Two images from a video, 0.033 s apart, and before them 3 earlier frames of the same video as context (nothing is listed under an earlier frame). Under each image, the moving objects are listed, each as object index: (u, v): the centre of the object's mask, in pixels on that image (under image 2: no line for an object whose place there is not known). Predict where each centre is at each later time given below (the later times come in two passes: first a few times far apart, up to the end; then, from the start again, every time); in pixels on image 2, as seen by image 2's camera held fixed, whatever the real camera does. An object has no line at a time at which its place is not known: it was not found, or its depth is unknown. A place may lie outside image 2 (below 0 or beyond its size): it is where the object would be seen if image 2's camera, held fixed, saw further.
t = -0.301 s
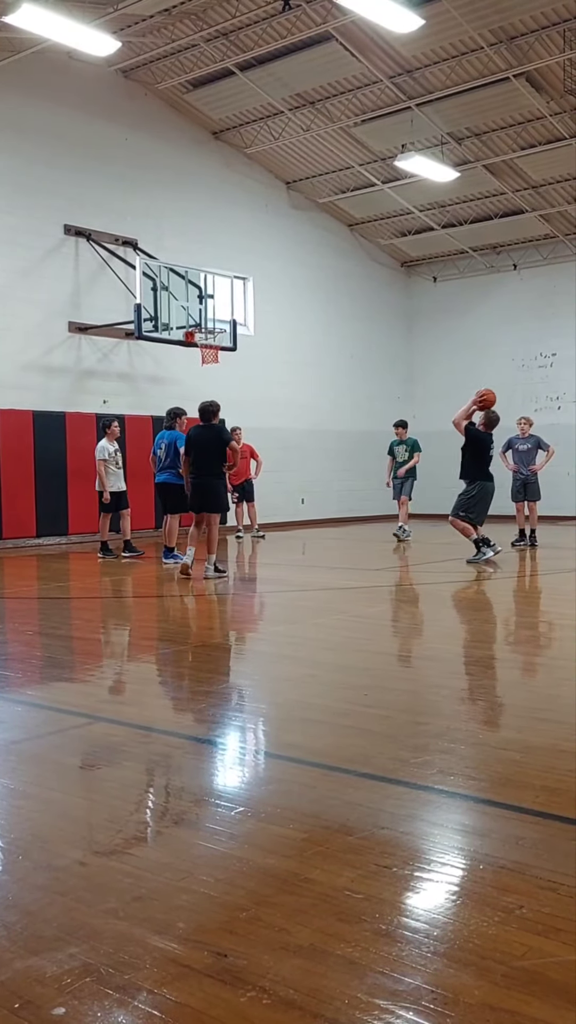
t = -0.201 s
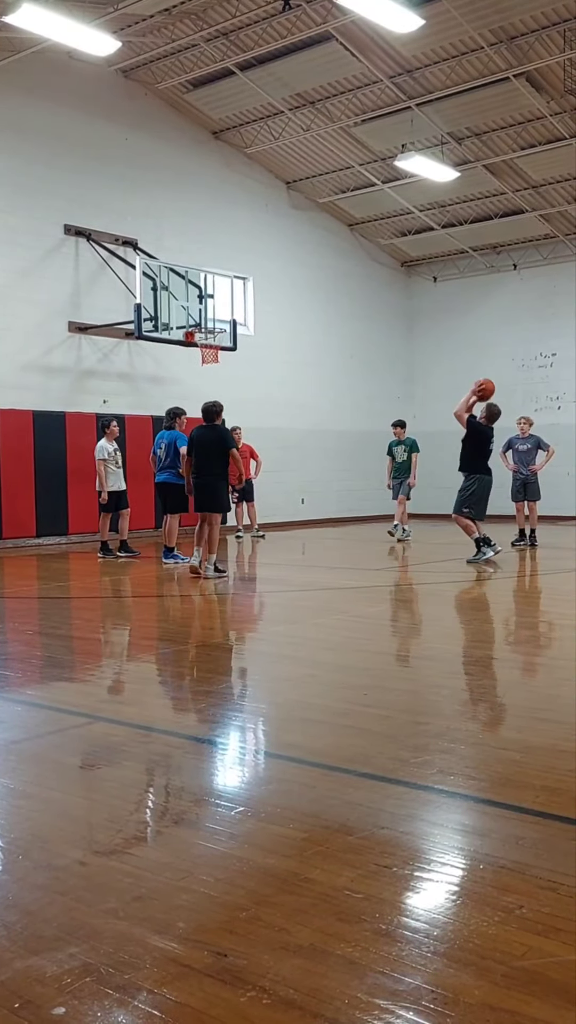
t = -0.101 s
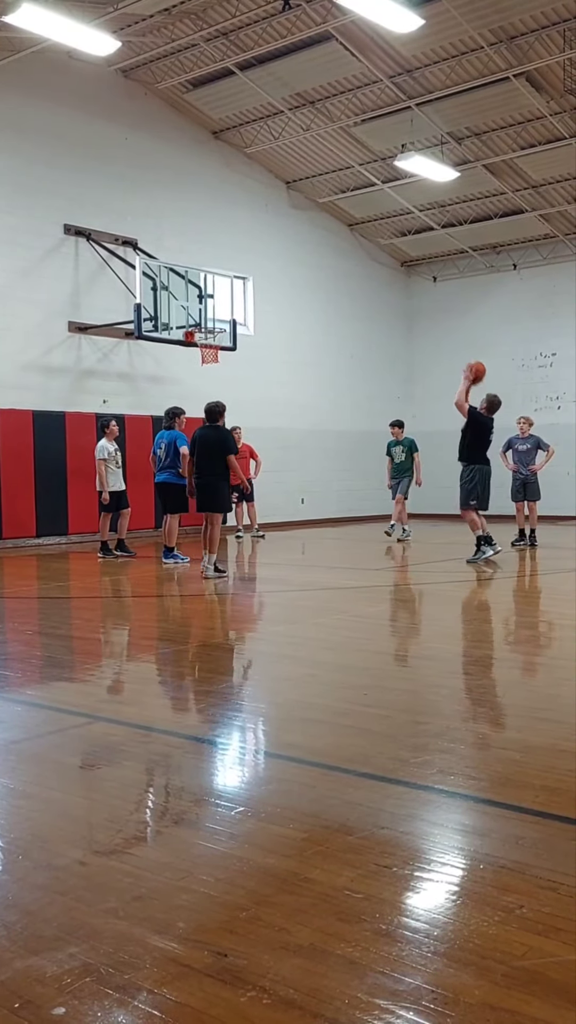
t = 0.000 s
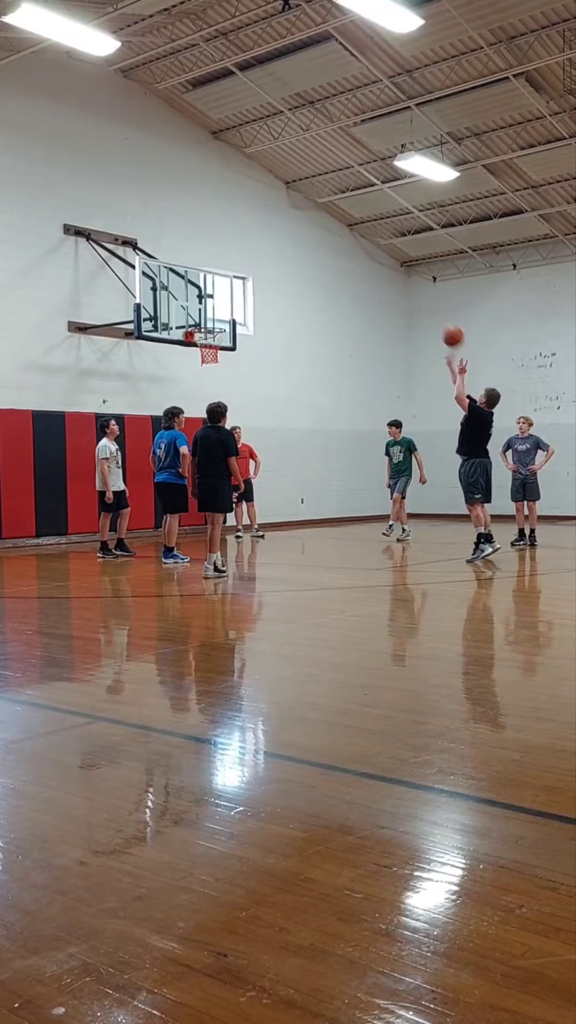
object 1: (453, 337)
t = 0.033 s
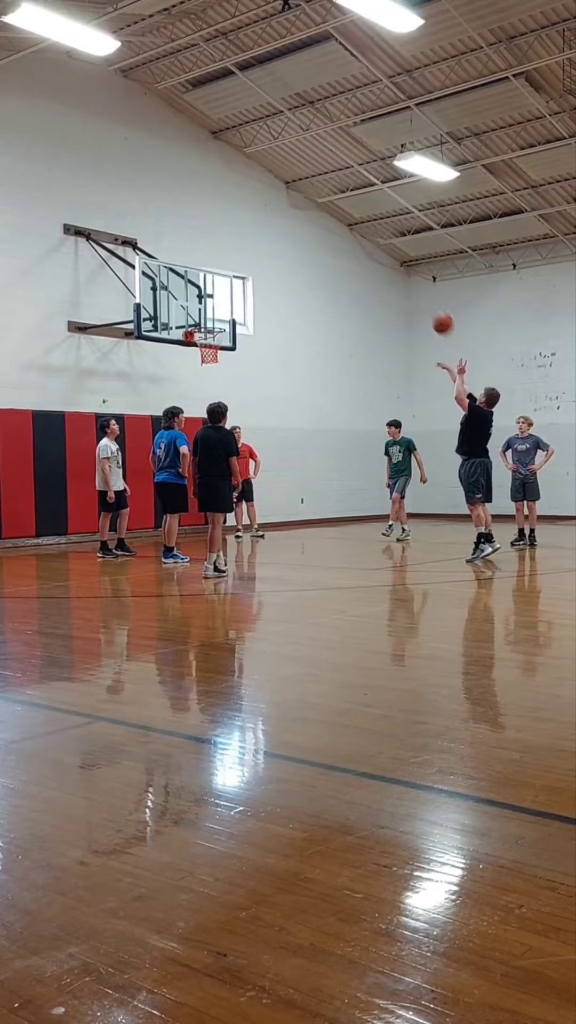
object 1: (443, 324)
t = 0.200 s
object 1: (395, 275)
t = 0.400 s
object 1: (342, 251)
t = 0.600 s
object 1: (295, 259)
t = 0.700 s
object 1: (274, 274)
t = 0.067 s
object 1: (433, 312)
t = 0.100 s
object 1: (423, 301)
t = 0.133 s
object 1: (414, 291)
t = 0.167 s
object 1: (404, 282)
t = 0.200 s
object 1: (395, 275)
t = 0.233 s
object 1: (386, 268)
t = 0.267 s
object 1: (377, 263)
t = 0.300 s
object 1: (368, 259)
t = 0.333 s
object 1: (360, 255)
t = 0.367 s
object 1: (351, 253)
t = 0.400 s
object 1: (342, 251)
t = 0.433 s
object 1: (335, 250)
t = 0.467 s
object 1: (326, 250)
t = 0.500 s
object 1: (318, 251)
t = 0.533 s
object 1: (311, 252)
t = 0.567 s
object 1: (303, 255)
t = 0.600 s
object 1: (295, 259)
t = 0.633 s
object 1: (288, 263)
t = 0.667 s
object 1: (281, 268)
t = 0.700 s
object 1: (274, 274)
